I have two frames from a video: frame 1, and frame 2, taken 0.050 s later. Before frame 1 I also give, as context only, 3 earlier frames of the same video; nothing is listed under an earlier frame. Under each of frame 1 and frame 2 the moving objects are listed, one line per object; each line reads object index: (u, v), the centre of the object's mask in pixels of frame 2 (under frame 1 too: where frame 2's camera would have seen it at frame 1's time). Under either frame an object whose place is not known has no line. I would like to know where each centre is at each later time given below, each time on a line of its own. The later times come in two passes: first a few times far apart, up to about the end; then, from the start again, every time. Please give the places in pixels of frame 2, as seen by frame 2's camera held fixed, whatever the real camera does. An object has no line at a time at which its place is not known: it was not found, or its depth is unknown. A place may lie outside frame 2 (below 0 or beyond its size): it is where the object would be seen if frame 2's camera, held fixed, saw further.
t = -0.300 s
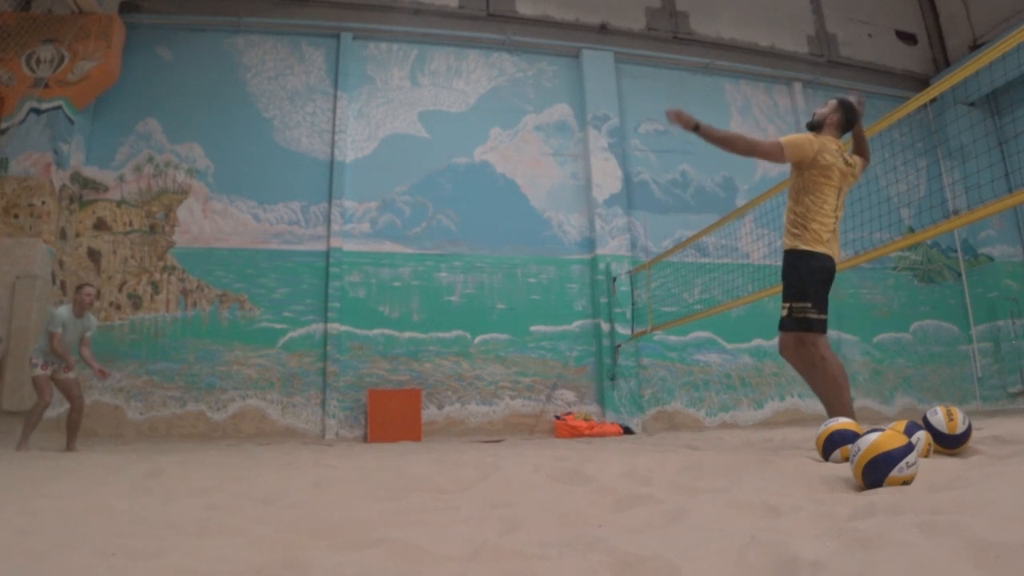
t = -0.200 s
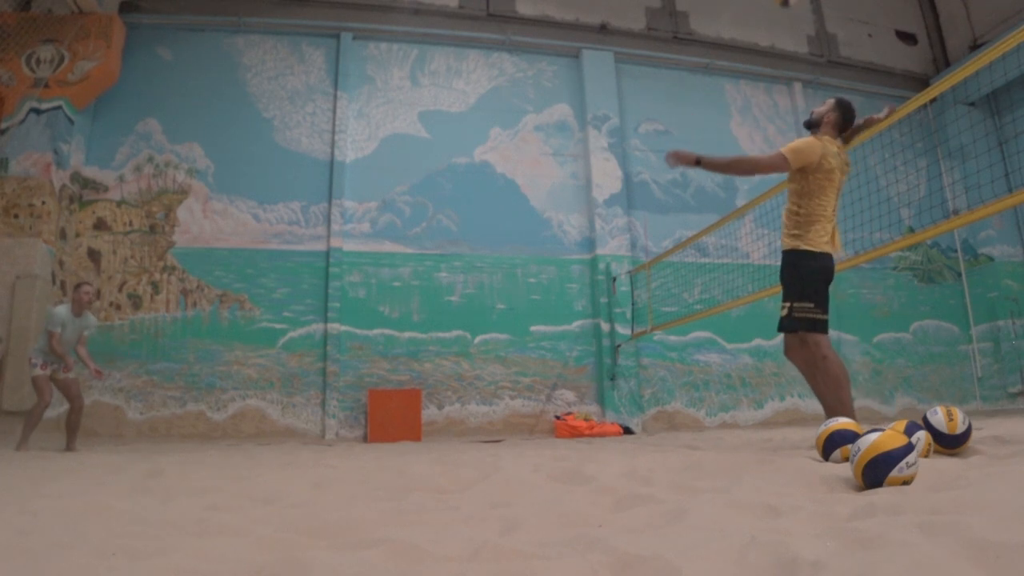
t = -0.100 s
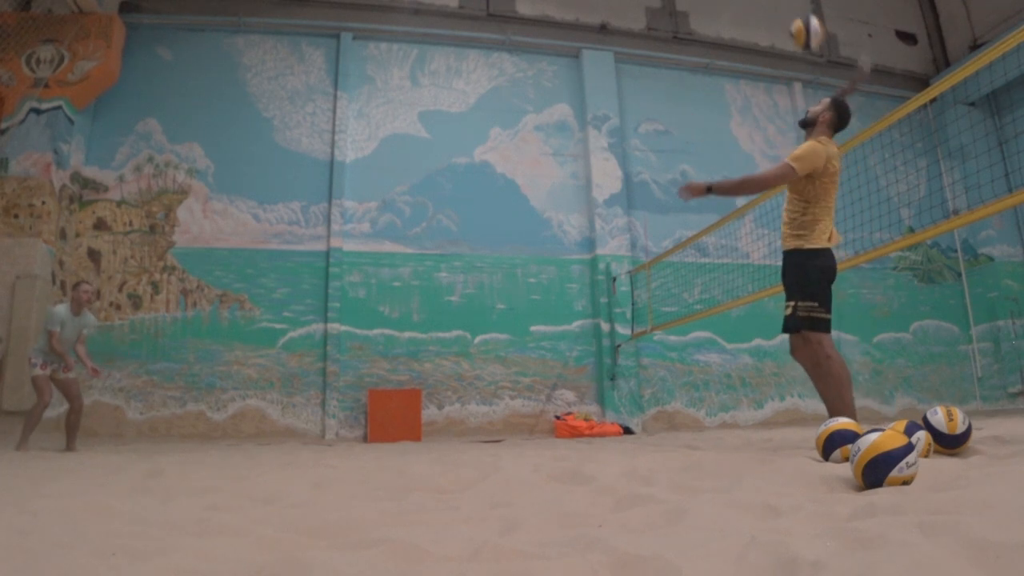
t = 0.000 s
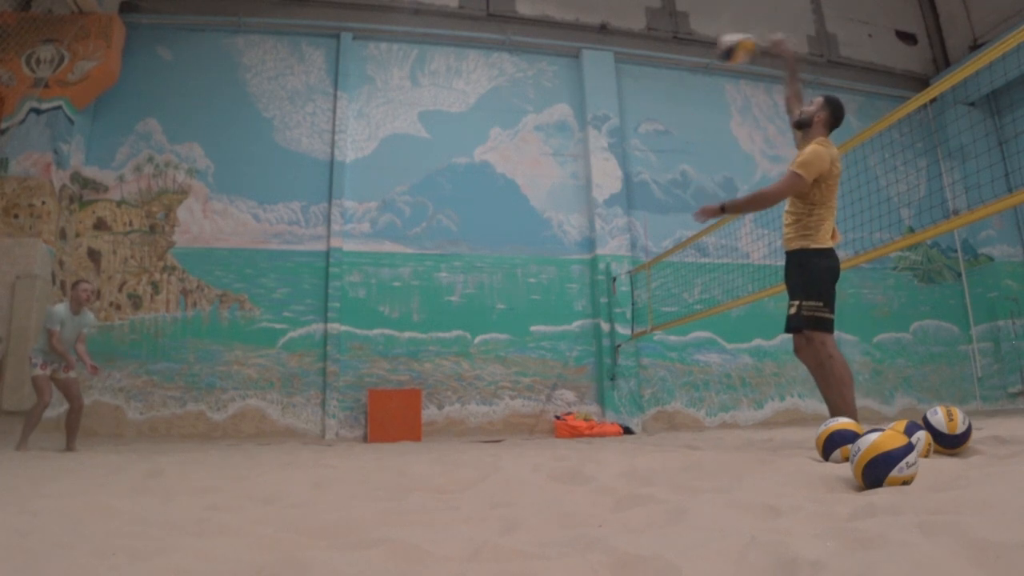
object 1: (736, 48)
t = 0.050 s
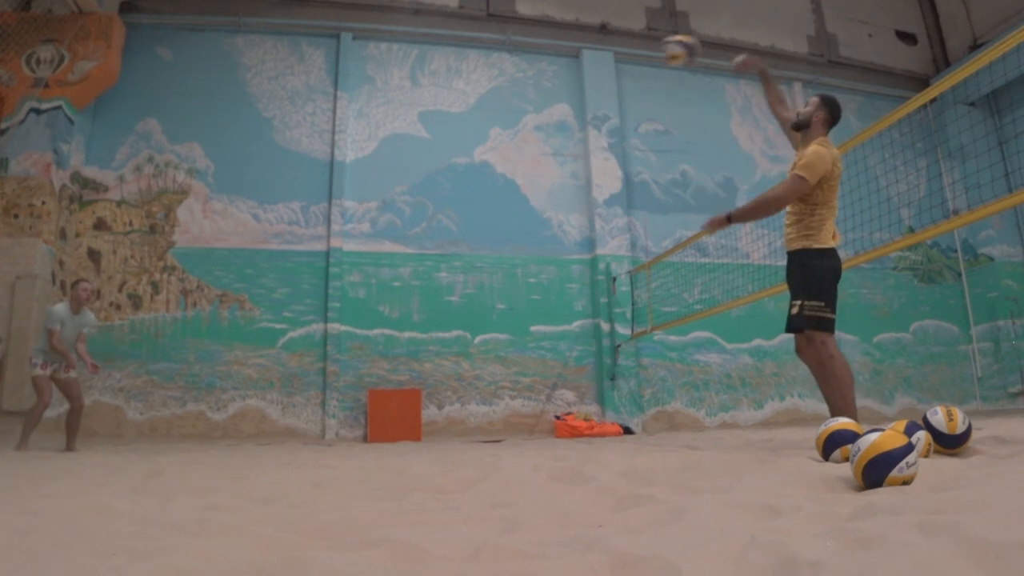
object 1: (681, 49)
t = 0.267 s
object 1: (461, 99)
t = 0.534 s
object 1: (259, 225)
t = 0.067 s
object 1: (659, 50)
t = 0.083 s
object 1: (643, 53)
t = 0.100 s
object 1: (626, 55)
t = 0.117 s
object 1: (608, 58)
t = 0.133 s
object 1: (589, 60)
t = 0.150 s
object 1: (572, 64)
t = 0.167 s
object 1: (557, 67)
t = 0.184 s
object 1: (542, 72)
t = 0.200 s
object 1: (524, 76)
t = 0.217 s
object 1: (508, 81)
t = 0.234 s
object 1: (492, 87)
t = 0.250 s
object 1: (478, 92)
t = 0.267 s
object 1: (461, 99)
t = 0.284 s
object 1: (448, 104)
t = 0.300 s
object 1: (434, 110)
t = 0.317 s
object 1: (419, 118)
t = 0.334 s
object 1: (406, 124)
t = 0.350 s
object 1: (392, 131)
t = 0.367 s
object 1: (380, 138)
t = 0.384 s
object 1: (365, 146)
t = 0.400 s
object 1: (353, 154)
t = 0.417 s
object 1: (341, 162)
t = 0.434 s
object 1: (329, 169)
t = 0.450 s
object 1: (316, 179)
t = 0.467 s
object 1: (305, 186)
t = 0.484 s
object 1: (293, 195)
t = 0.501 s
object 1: (282, 205)
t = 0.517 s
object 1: (269, 216)
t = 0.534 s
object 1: (259, 225)
